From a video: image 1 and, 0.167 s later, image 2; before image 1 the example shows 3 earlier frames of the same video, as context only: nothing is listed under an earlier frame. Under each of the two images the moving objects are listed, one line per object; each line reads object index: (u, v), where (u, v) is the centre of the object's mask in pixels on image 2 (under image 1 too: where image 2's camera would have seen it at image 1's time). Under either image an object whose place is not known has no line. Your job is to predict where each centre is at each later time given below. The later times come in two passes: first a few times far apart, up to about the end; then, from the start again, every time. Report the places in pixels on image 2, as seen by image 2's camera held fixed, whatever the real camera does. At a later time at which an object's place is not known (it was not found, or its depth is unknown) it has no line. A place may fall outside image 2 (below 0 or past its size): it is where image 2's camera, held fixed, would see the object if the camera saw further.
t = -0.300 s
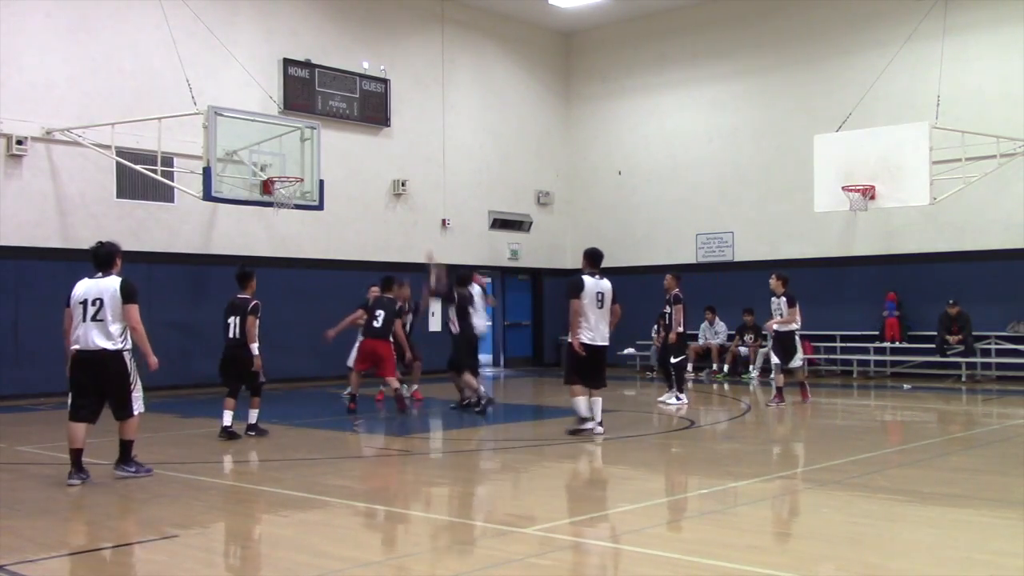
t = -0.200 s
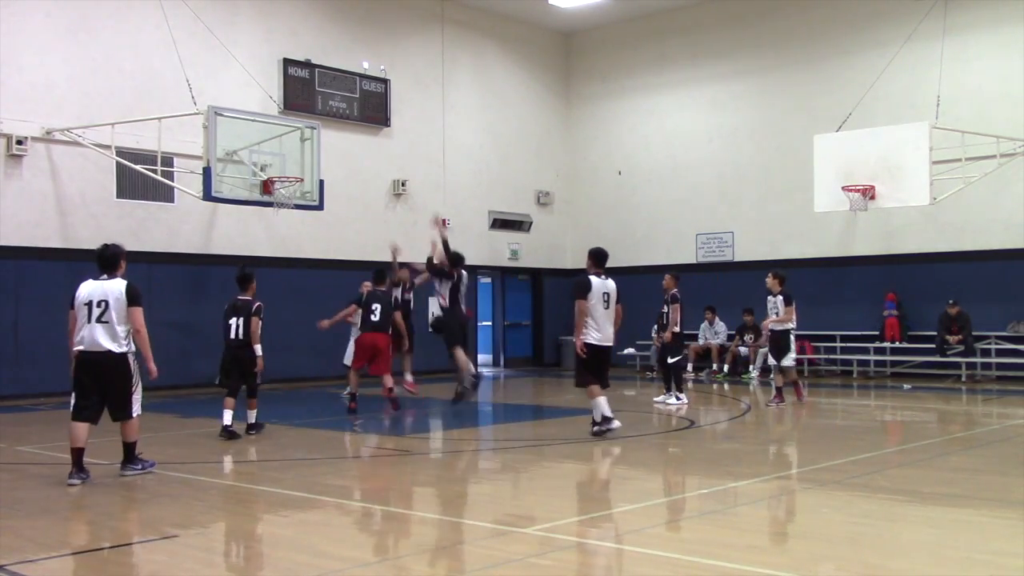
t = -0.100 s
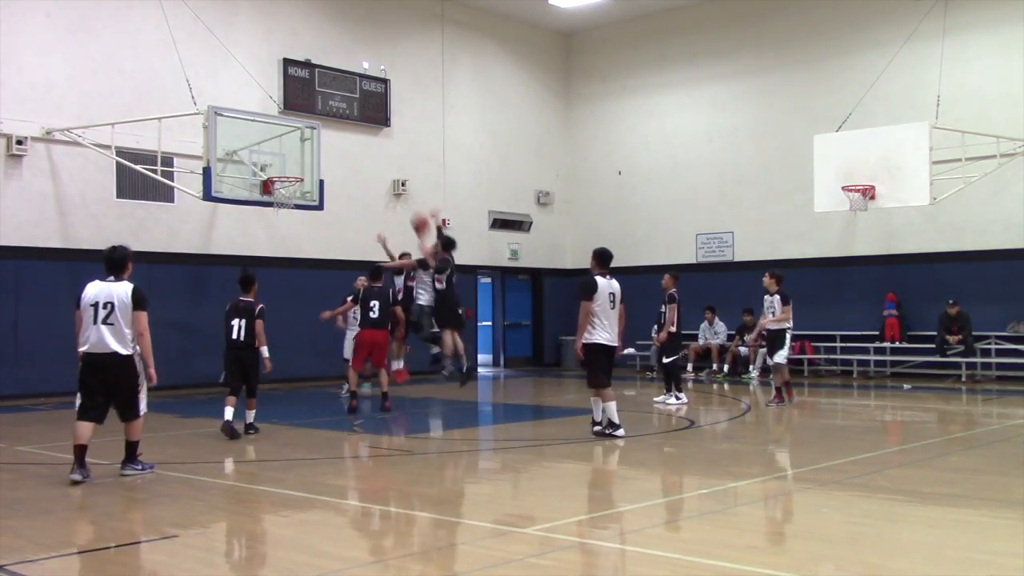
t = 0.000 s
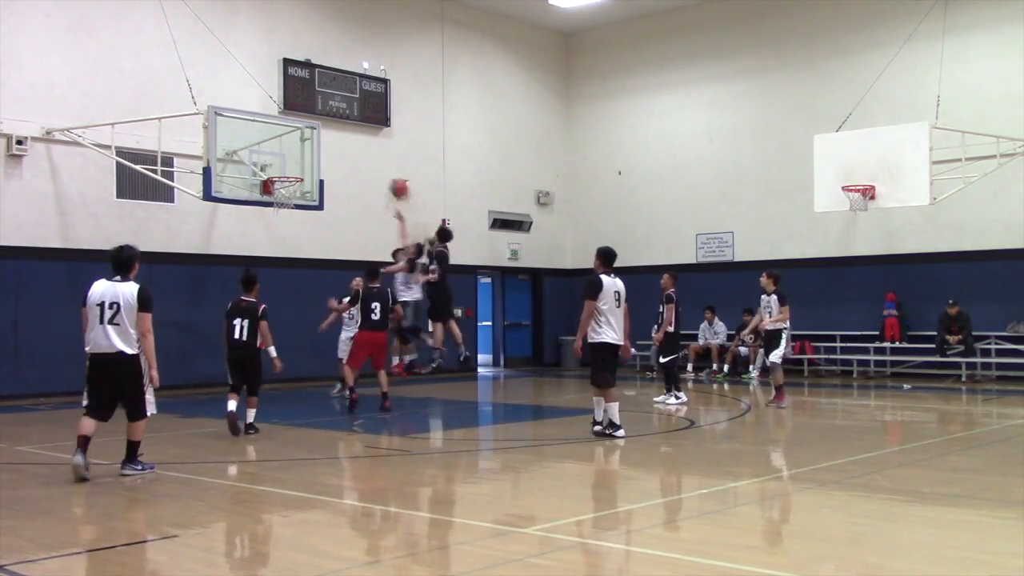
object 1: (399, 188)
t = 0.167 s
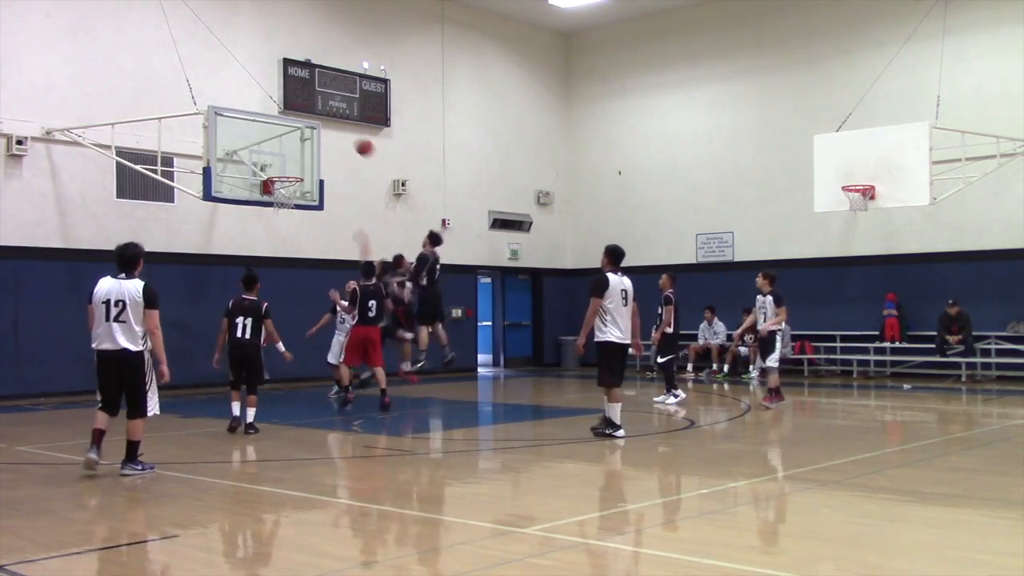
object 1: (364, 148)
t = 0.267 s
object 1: (343, 133)
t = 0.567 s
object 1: (283, 131)
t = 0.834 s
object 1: (273, 163)
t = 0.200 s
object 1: (357, 142)
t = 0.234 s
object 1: (350, 137)
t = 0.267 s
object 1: (343, 133)
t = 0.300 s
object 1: (337, 129)
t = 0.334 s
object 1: (329, 126)
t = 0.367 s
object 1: (323, 125)
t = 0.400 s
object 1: (317, 124)
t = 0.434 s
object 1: (310, 124)
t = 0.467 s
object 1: (304, 124)
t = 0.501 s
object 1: (297, 125)
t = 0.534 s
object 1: (289, 128)
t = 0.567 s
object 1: (283, 131)
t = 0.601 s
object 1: (276, 135)
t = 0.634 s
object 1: (270, 139)
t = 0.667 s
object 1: (268, 142)
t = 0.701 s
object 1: (269, 145)
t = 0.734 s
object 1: (270, 148)
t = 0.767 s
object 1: (271, 152)
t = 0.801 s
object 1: (272, 157)
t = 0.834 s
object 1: (273, 163)
